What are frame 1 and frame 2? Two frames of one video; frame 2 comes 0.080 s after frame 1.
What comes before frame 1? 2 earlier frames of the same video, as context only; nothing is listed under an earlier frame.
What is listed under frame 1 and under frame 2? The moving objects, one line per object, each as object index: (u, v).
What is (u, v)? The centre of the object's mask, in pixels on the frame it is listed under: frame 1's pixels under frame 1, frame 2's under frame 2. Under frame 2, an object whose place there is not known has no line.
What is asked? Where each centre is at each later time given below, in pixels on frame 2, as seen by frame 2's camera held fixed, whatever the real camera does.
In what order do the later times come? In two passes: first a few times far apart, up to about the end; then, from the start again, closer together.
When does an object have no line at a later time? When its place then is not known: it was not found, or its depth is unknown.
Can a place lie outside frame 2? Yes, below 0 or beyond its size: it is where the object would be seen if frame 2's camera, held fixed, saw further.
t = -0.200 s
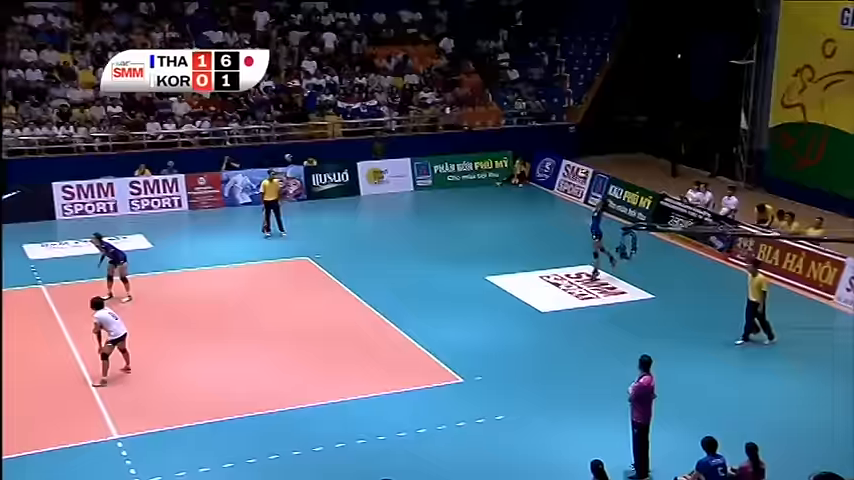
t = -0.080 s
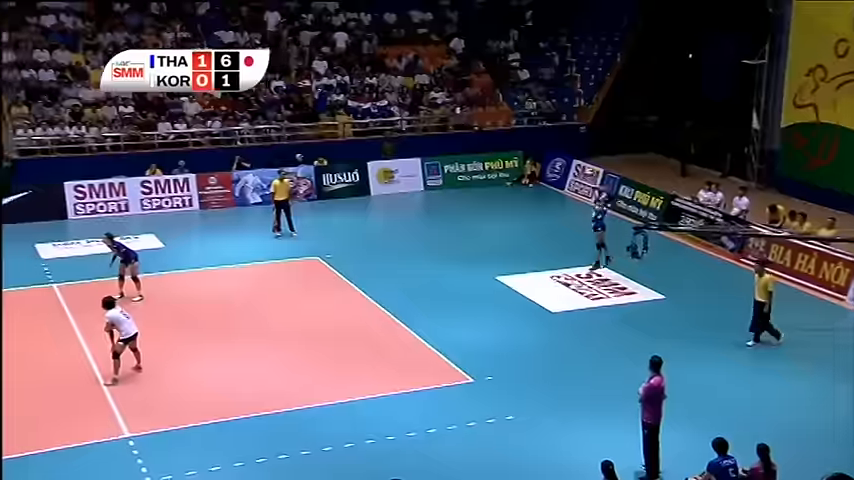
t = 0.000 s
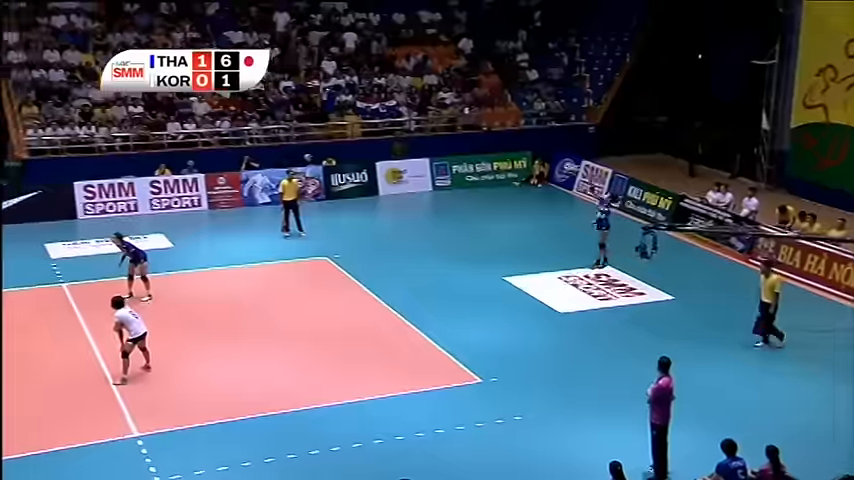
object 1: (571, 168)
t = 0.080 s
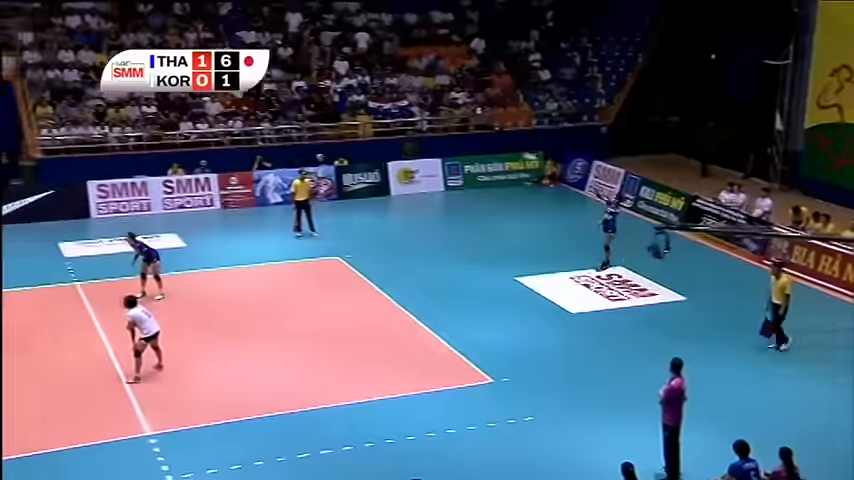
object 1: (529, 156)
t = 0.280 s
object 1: (388, 145)
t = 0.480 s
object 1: (238, 153)
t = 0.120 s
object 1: (502, 154)
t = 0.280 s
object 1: (388, 145)
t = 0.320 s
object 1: (359, 144)
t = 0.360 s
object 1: (329, 144)
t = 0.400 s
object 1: (300, 146)
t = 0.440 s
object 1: (269, 149)
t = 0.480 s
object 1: (238, 153)
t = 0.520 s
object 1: (206, 158)
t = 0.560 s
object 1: (175, 163)
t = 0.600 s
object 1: (143, 170)
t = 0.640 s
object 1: (111, 177)
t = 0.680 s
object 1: (77, 188)
